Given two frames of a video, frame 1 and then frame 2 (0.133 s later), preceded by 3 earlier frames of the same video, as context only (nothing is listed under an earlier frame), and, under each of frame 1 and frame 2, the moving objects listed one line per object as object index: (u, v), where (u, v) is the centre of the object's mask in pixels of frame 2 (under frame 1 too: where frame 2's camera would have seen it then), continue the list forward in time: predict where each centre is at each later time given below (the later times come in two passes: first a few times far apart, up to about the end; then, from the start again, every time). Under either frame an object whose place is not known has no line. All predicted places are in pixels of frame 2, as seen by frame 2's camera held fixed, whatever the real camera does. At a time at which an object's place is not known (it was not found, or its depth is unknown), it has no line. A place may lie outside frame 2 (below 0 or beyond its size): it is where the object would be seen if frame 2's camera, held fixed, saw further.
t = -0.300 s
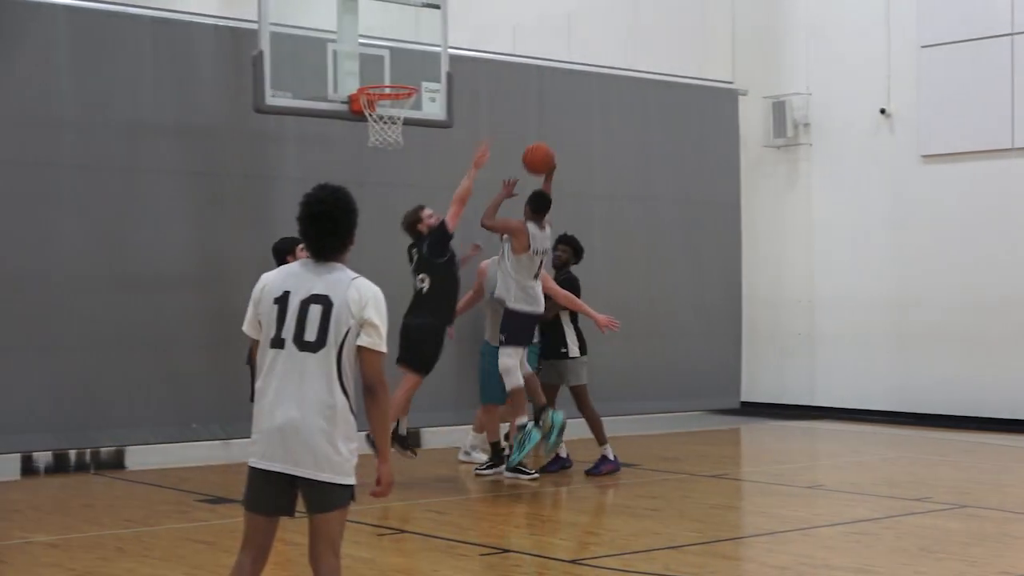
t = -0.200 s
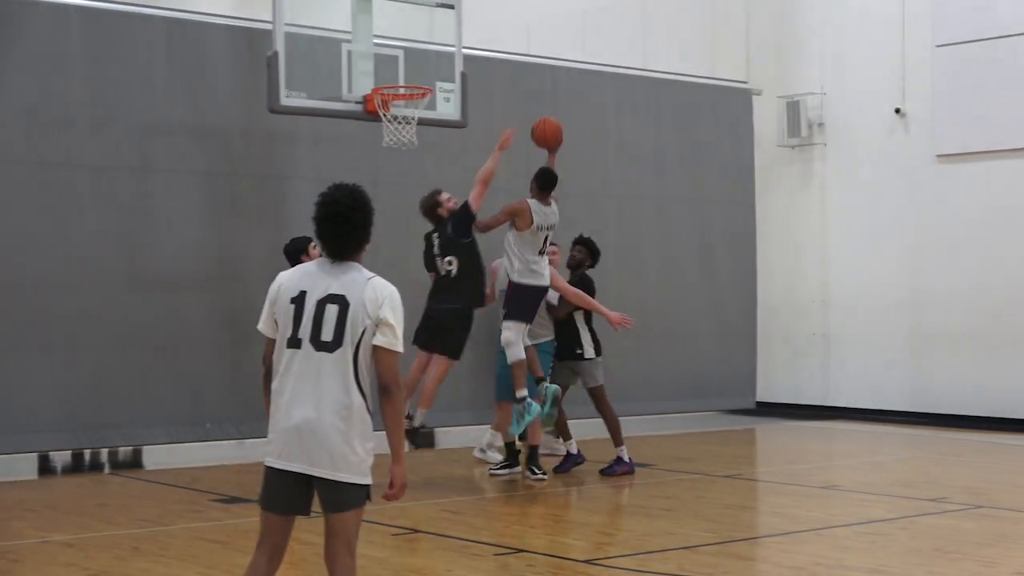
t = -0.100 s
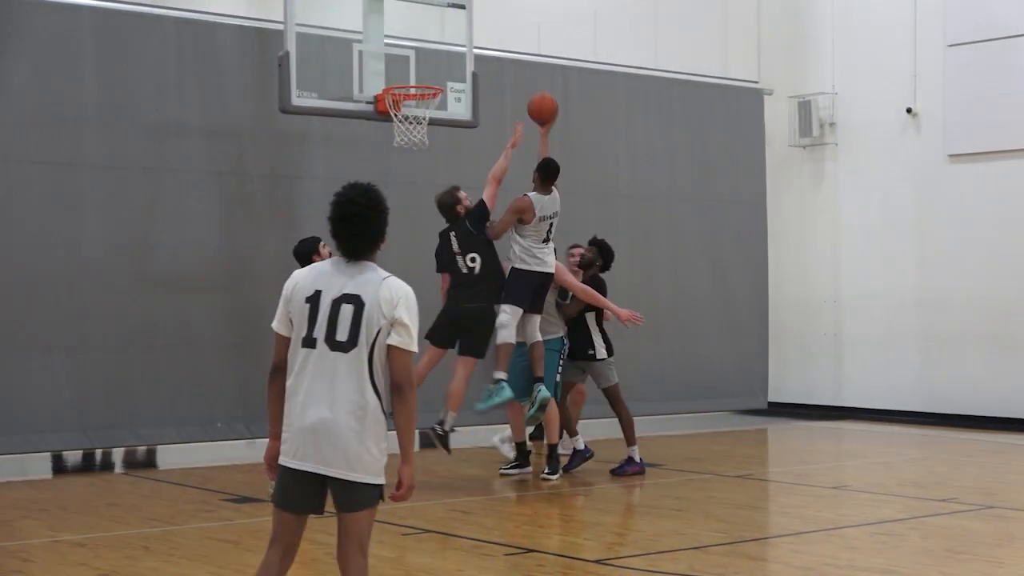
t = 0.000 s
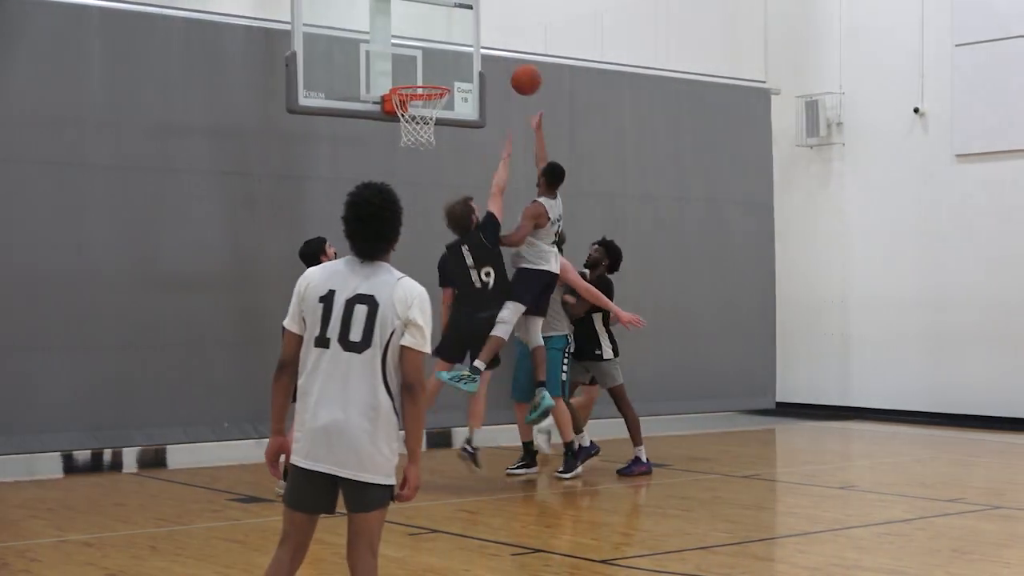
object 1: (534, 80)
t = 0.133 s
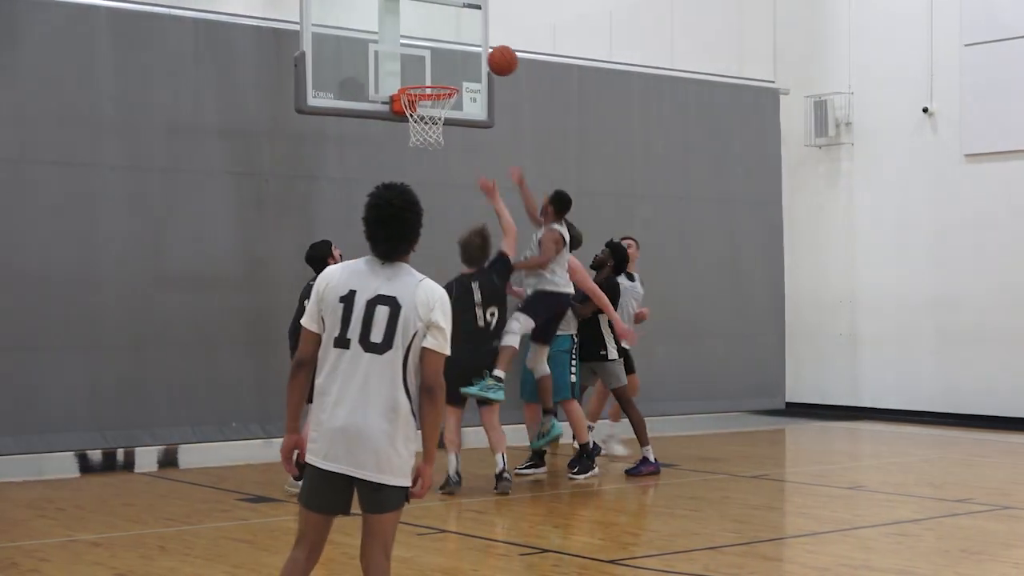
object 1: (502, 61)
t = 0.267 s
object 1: (471, 64)
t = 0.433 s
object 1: (453, 64)
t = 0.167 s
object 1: (494, 59)
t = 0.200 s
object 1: (486, 59)
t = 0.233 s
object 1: (479, 61)
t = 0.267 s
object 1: (471, 64)
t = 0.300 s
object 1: (463, 68)
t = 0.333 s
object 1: (456, 73)
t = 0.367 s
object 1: (455, 69)
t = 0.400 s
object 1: (453, 66)
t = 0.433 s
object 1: (453, 64)
